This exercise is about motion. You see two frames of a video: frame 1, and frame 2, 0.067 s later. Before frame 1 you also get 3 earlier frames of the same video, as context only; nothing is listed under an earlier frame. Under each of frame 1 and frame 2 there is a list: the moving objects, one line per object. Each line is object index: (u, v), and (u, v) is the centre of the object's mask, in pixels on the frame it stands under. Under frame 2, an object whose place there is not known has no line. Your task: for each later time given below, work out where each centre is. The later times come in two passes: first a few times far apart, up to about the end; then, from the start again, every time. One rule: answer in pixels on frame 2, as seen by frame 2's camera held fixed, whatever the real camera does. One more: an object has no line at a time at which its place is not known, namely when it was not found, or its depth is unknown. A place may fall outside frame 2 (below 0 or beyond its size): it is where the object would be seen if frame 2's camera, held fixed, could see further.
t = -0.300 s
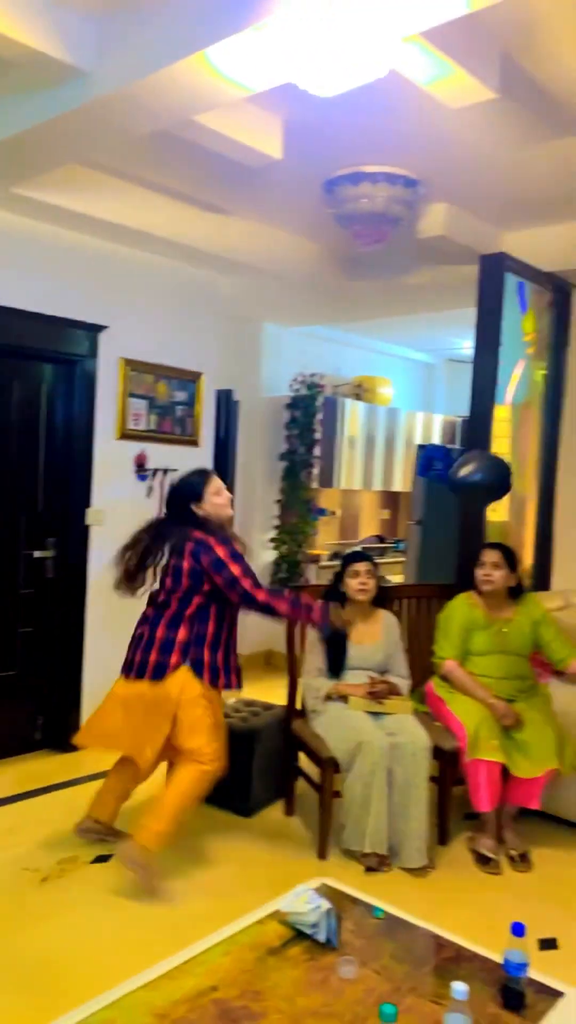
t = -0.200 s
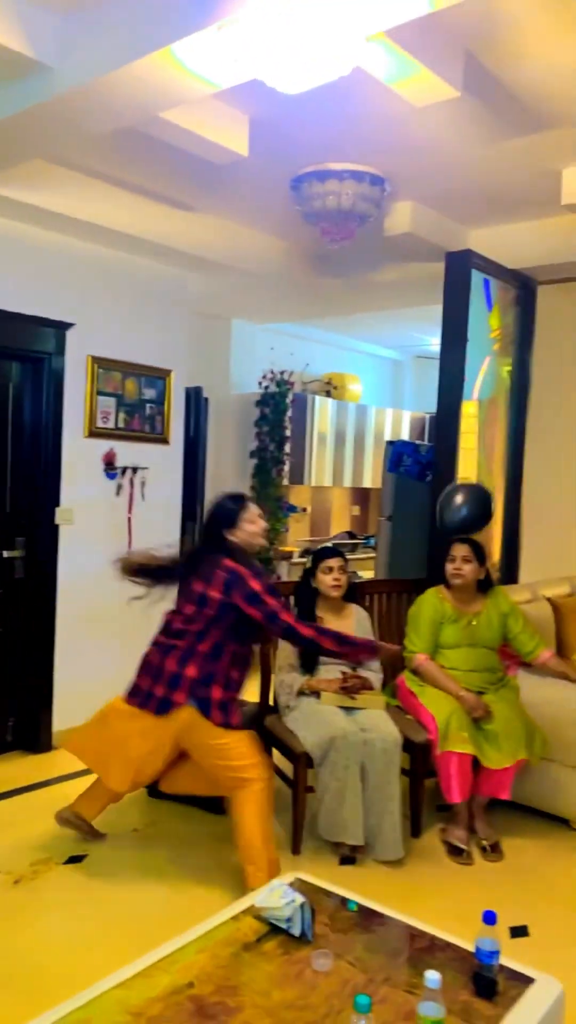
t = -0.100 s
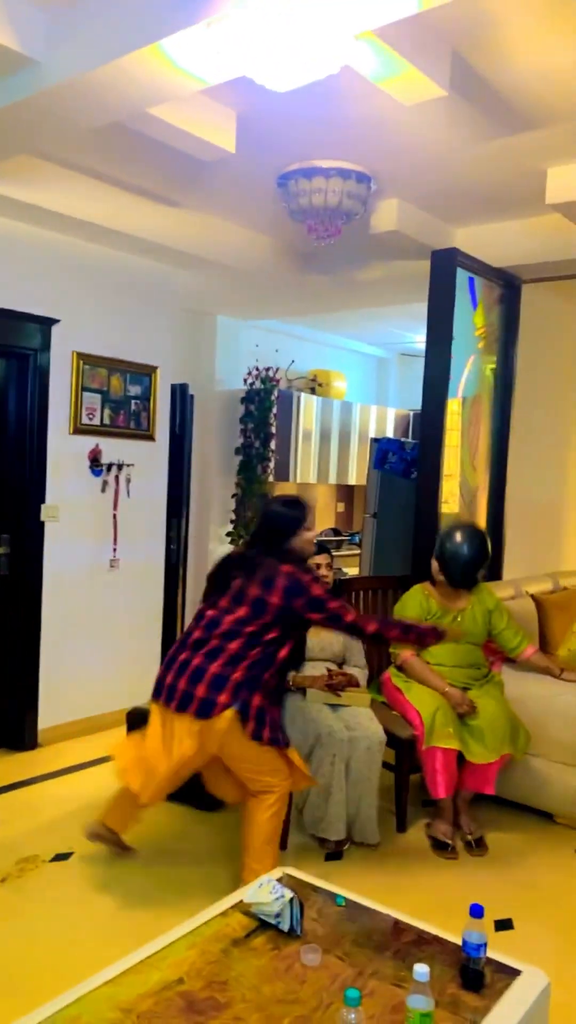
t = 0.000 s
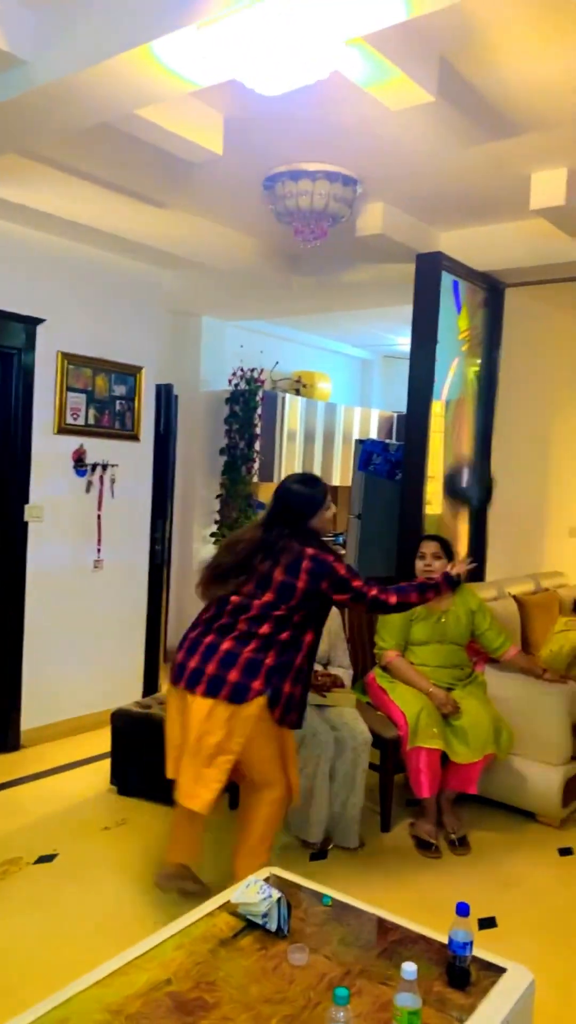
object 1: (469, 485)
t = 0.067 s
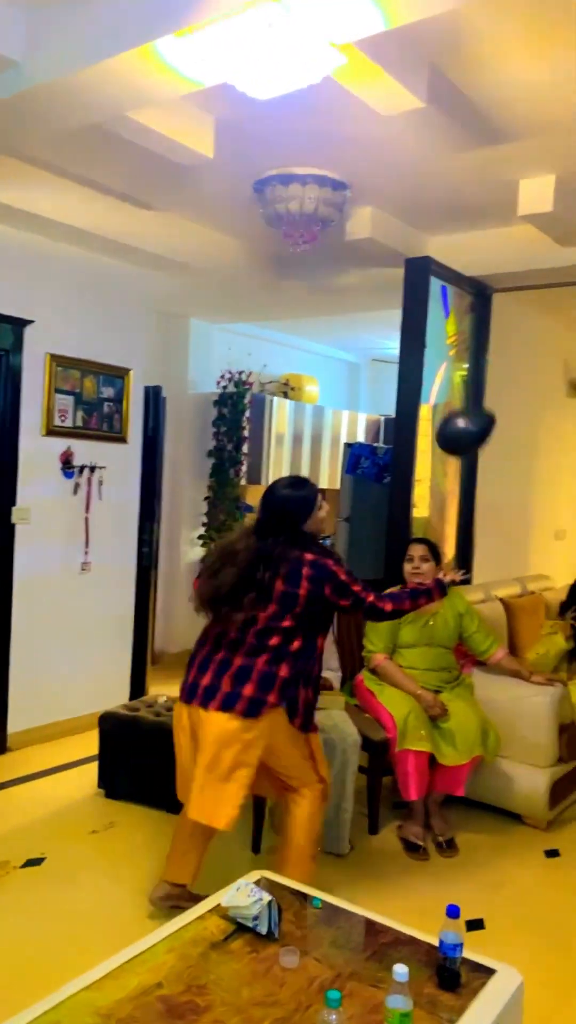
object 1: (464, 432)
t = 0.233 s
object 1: (475, 359)
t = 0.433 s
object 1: (479, 362)
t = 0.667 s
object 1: (490, 412)
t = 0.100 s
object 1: (468, 406)
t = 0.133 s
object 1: (470, 389)
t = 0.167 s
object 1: (471, 382)
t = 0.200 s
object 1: (473, 369)
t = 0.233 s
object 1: (475, 359)
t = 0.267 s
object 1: (476, 356)
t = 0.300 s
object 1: (476, 352)
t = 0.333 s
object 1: (477, 353)
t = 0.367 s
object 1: (477, 356)
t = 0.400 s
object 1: (478, 357)
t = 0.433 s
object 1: (479, 362)
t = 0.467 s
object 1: (480, 367)
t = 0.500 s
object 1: (481, 371)
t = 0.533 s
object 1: (483, 379)
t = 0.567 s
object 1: (485, 387)
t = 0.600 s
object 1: (485, 392)
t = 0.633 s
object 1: (487, 401)
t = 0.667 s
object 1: (490, 412)
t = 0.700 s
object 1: (491, 423)
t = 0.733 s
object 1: (492, 428)
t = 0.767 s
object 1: (493, 440)
